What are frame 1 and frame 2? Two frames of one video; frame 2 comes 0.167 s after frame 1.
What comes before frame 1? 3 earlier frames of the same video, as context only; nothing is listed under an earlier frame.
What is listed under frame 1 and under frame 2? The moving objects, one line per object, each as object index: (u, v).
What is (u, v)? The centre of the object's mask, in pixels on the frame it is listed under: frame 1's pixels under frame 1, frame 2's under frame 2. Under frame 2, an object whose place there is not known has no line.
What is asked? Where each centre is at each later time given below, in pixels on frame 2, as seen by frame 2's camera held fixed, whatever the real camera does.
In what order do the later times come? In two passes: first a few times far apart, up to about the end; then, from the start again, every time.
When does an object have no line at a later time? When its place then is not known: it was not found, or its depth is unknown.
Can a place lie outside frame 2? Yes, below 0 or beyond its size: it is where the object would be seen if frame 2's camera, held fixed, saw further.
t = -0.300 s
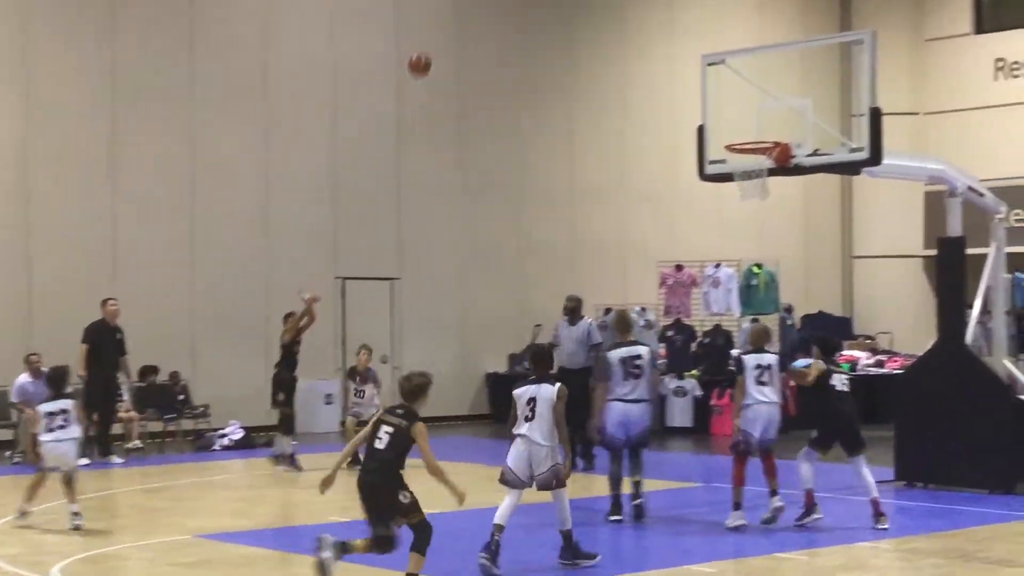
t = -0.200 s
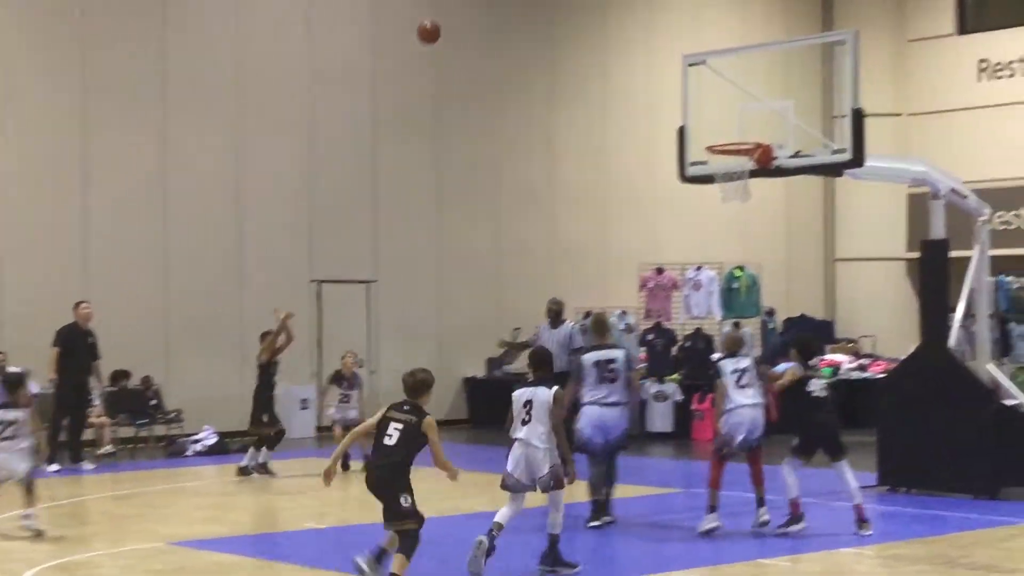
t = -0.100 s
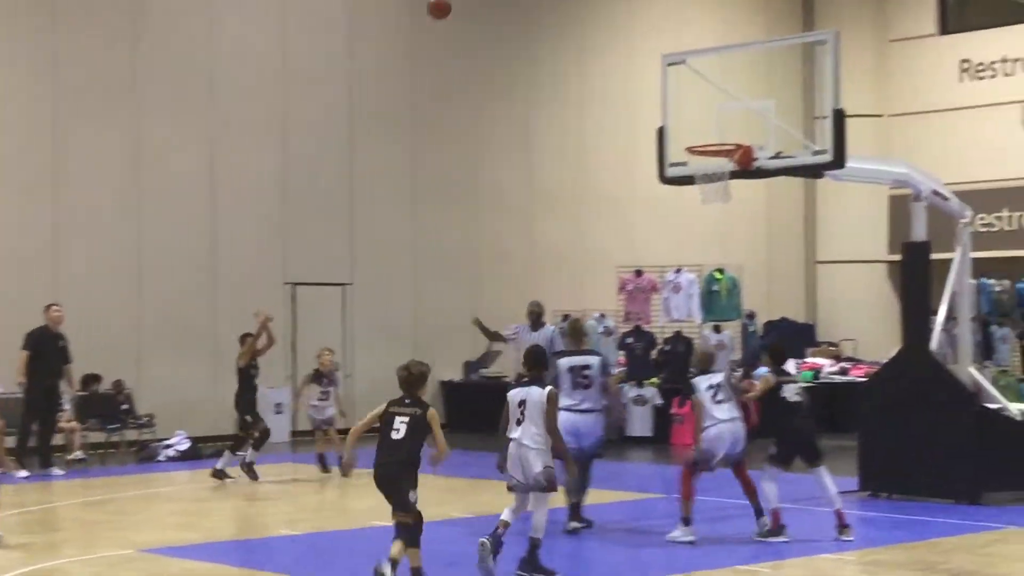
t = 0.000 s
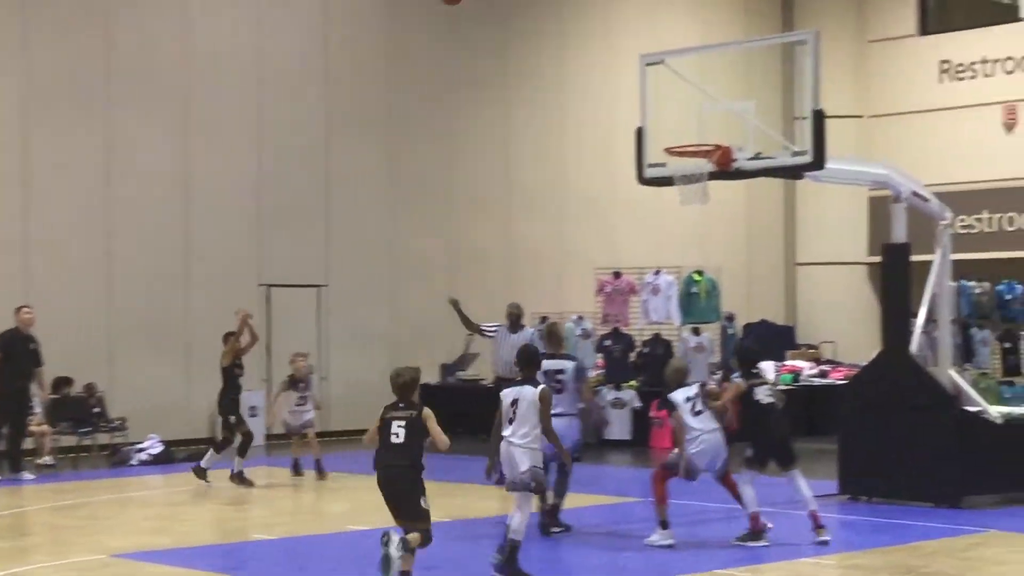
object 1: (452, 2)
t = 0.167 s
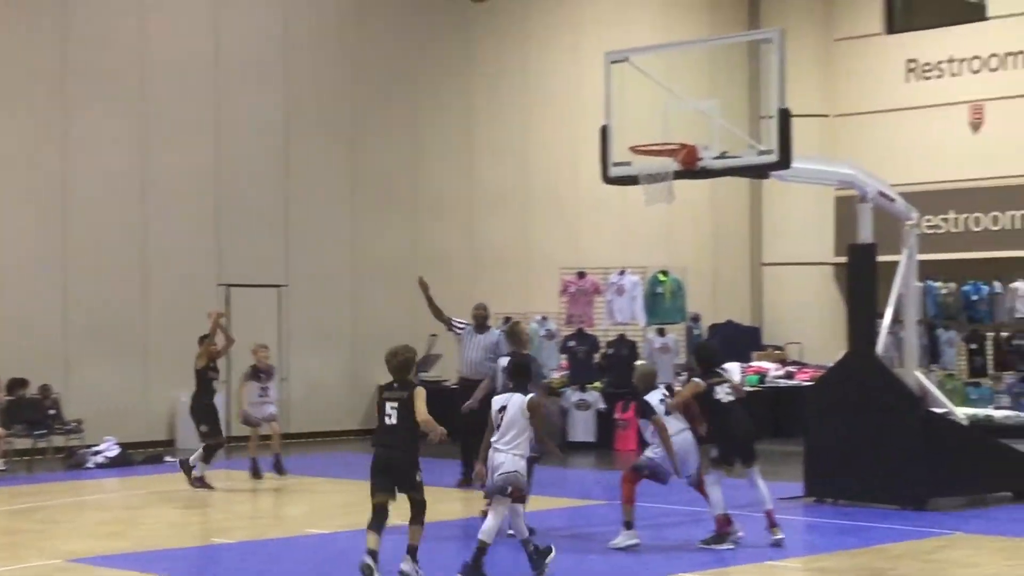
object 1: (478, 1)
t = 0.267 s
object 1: (519, 10)
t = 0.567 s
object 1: (649, 129)
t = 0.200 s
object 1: (490, 3)
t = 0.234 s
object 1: (502, 6)
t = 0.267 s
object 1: (519, 10)
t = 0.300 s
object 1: (533, 15)
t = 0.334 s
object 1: (547, 24)
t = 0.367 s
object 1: (561, 34)
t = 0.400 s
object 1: (576, 46)
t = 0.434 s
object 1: (589, 59)
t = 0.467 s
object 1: (605, 75)
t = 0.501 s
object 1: (620, 92)
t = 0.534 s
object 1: (633, 109)
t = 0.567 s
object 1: (649, 129)
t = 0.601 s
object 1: (662, 136)
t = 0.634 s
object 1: (674, 133)
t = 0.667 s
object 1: (683, 131)
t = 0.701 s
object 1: (686, 123)
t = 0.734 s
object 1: (690, 117)
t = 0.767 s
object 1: (687, 110)
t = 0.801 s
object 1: (682, 104)
